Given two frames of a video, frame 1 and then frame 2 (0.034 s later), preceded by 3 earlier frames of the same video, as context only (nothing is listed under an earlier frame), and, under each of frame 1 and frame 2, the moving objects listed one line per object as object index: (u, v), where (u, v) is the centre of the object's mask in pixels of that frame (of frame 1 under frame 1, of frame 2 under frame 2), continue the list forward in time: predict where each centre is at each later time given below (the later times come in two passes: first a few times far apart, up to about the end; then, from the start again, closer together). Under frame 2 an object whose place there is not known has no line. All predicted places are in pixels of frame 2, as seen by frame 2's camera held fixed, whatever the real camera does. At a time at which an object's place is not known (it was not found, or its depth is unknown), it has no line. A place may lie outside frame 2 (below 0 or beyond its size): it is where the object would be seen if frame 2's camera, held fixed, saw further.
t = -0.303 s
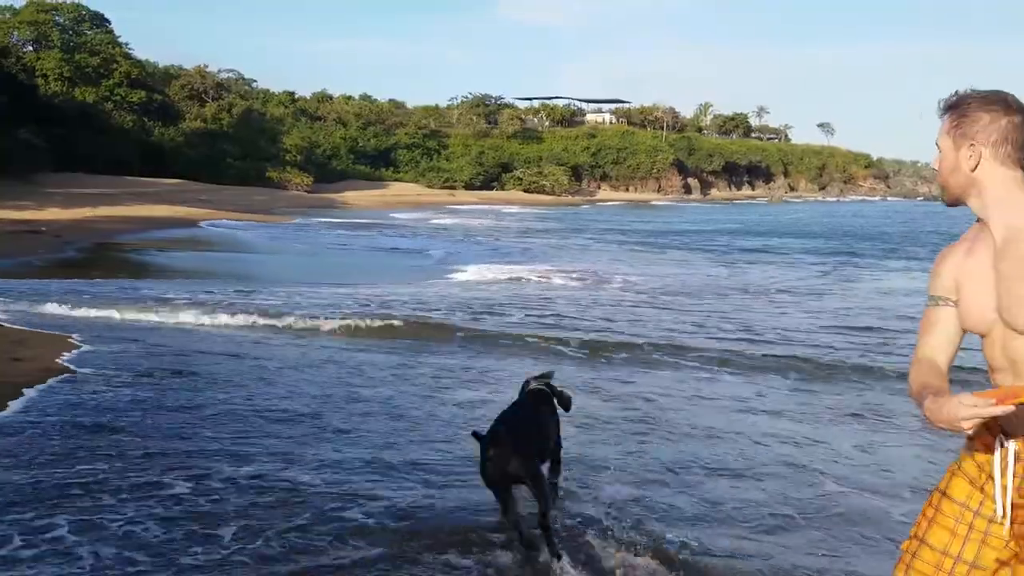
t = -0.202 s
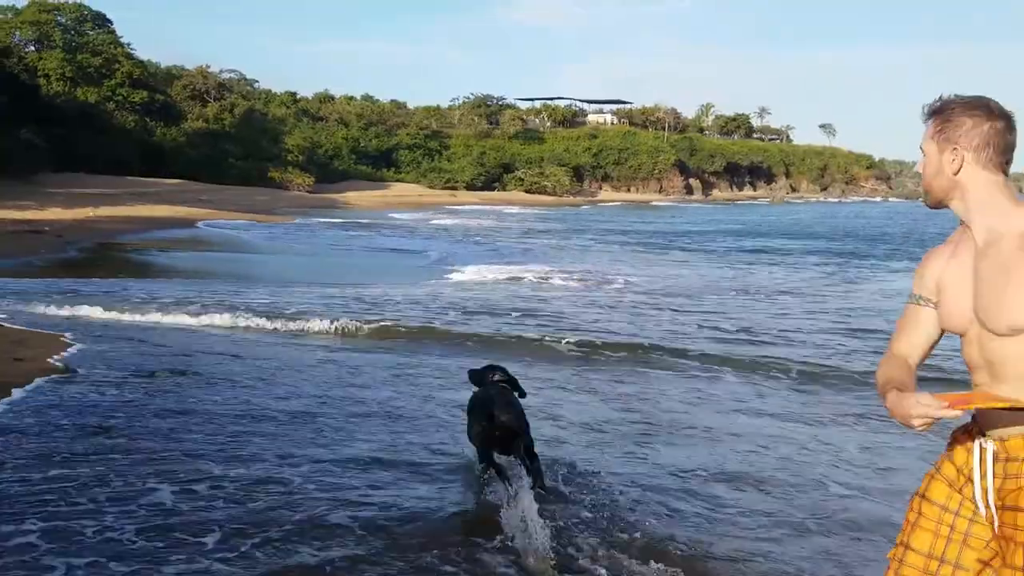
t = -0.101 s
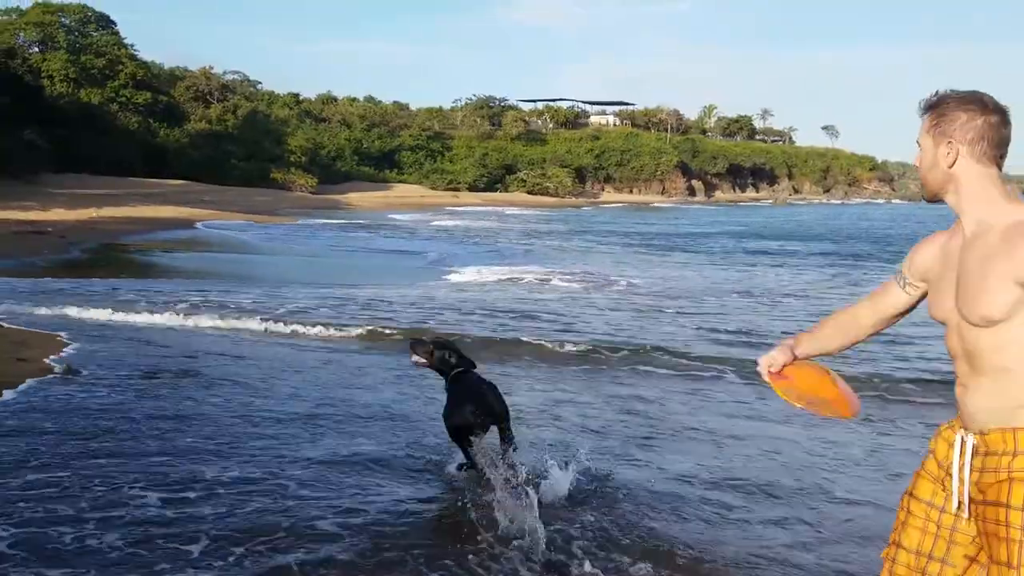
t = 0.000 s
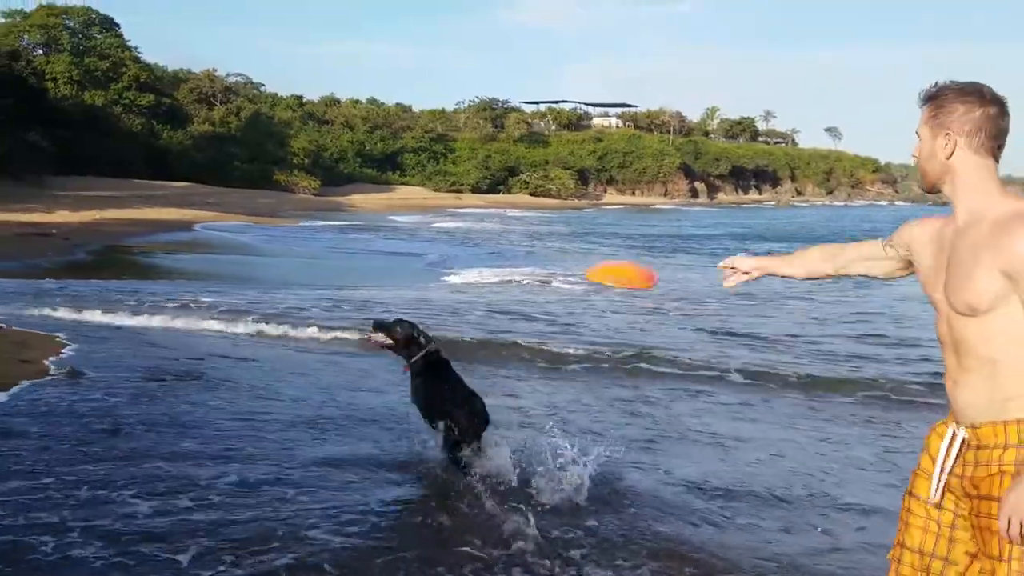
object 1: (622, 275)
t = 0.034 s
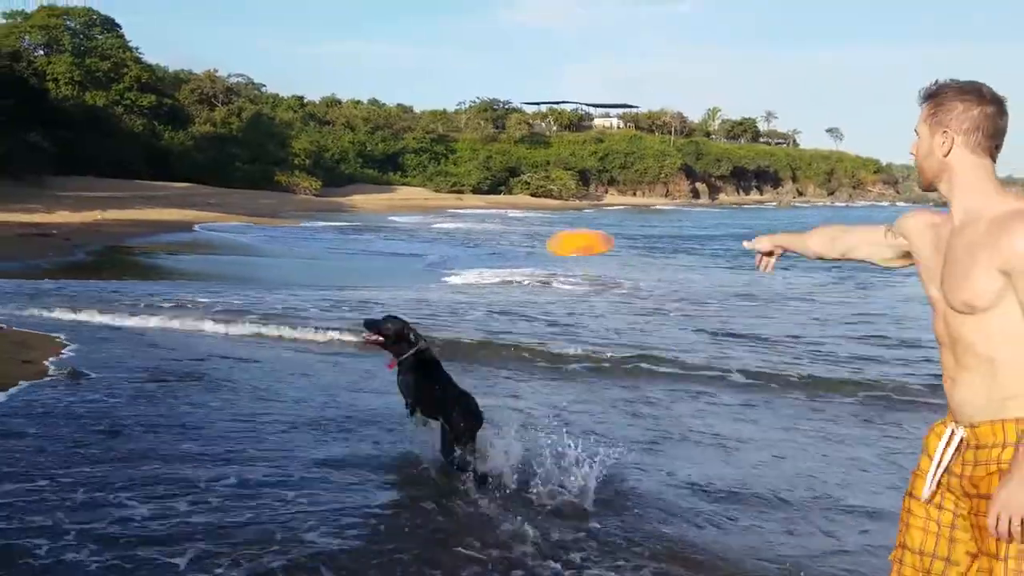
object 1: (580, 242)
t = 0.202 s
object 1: (437, 144)
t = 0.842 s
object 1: (263, 65)
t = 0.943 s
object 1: (255, 63)
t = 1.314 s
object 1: (241, 64)
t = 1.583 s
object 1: (237, 72)
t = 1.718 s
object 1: (235, 75)
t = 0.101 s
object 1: (511, 193)
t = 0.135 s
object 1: (484, 174)
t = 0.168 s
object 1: (460, 157)
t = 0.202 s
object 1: (437, 144)
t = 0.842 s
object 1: (263, 65)
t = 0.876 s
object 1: (260, 64)
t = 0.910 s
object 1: (257, 64)
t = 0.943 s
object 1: (255, 63)
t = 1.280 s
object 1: (242, 64)
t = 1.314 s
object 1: (241, 64)
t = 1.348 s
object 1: (242, 65)
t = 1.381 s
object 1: (240, 65)
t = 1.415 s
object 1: (239, 66)
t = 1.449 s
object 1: (239, 67)
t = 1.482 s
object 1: (239, 68)
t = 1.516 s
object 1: (238, 69)
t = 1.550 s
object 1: (238, 70)
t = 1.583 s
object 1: (237, 72)
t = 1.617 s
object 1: (238, 73)
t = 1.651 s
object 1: (238, 74)
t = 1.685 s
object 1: (236, 75)
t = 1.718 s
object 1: (235, 75)
